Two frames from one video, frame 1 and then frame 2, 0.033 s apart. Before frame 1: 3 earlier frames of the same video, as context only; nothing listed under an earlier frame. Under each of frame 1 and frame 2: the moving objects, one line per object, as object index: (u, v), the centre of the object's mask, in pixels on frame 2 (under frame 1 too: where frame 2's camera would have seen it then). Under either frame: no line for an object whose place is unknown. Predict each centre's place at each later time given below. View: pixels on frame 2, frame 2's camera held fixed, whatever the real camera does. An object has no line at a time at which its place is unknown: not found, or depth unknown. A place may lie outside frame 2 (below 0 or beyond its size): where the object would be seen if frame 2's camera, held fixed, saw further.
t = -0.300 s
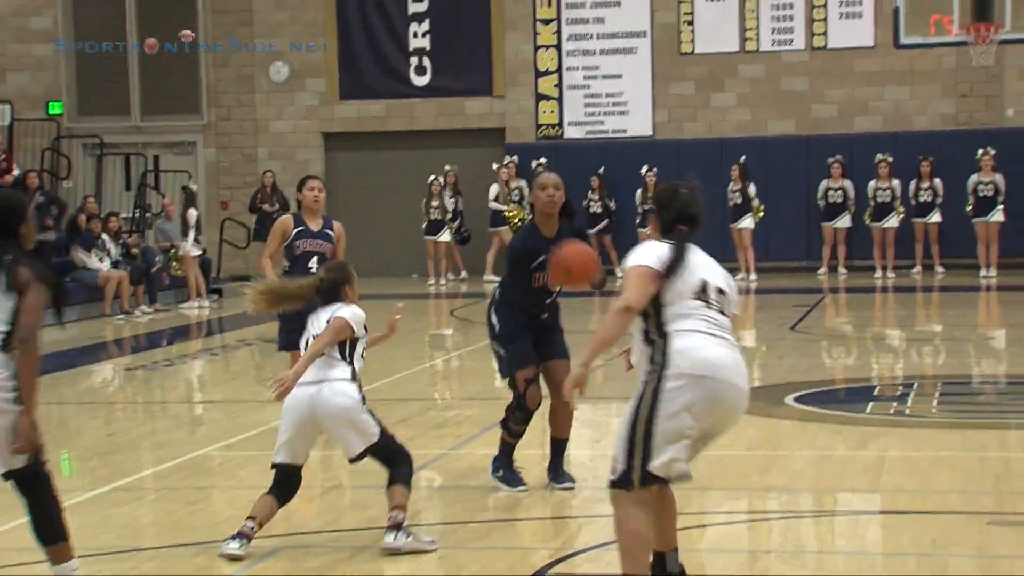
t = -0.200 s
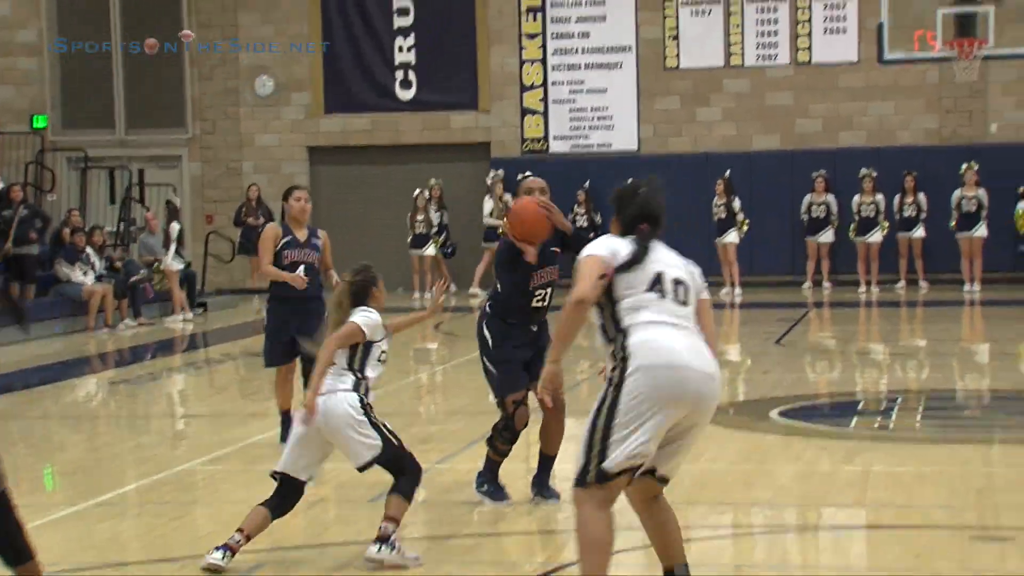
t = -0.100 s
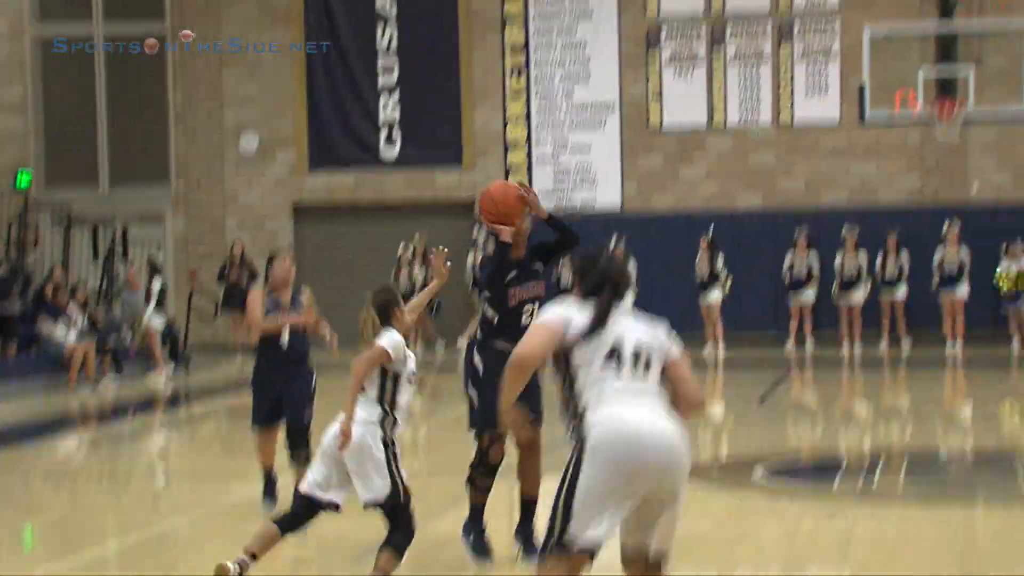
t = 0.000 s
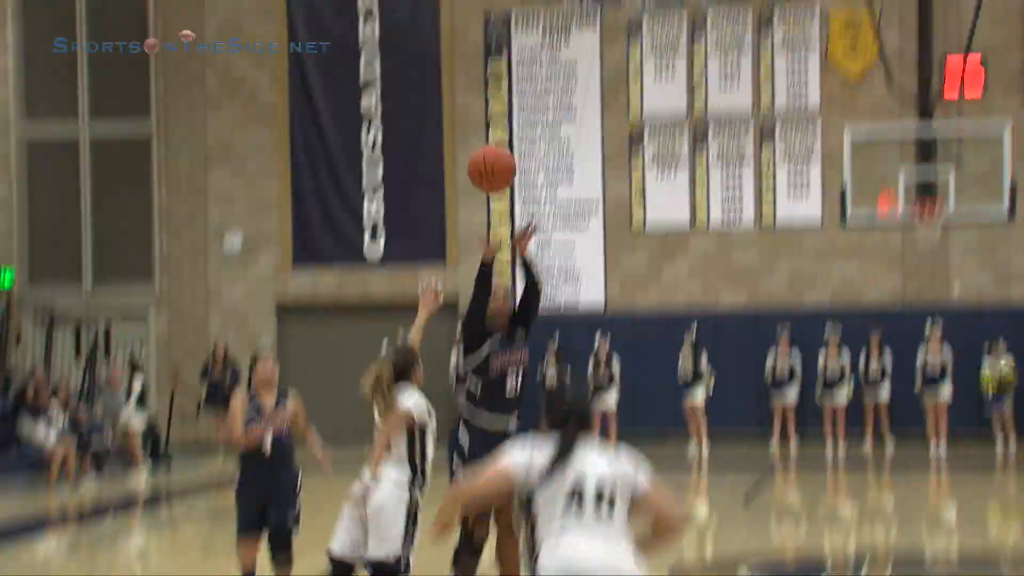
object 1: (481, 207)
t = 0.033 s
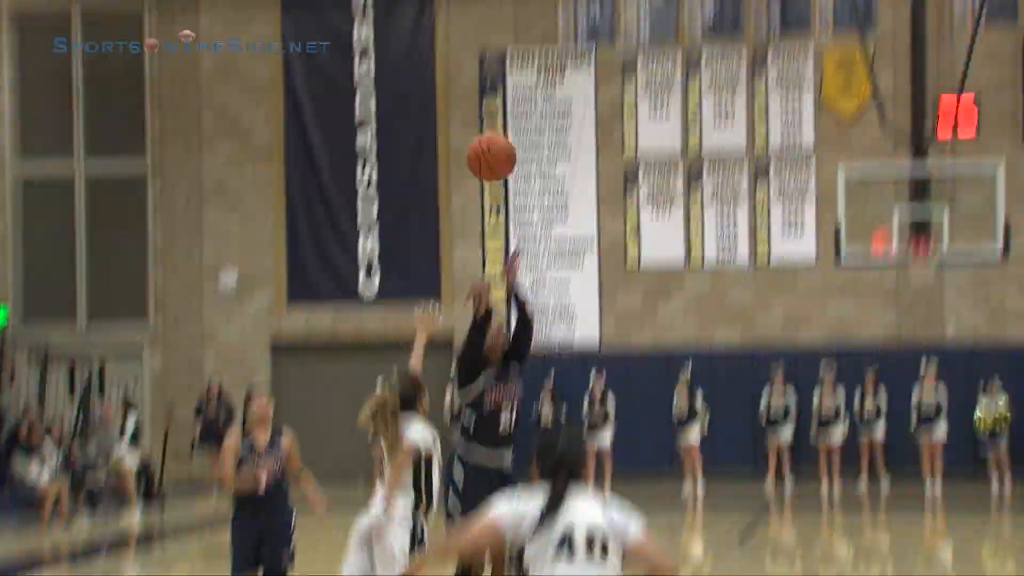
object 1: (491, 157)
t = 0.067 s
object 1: (500, 107)
